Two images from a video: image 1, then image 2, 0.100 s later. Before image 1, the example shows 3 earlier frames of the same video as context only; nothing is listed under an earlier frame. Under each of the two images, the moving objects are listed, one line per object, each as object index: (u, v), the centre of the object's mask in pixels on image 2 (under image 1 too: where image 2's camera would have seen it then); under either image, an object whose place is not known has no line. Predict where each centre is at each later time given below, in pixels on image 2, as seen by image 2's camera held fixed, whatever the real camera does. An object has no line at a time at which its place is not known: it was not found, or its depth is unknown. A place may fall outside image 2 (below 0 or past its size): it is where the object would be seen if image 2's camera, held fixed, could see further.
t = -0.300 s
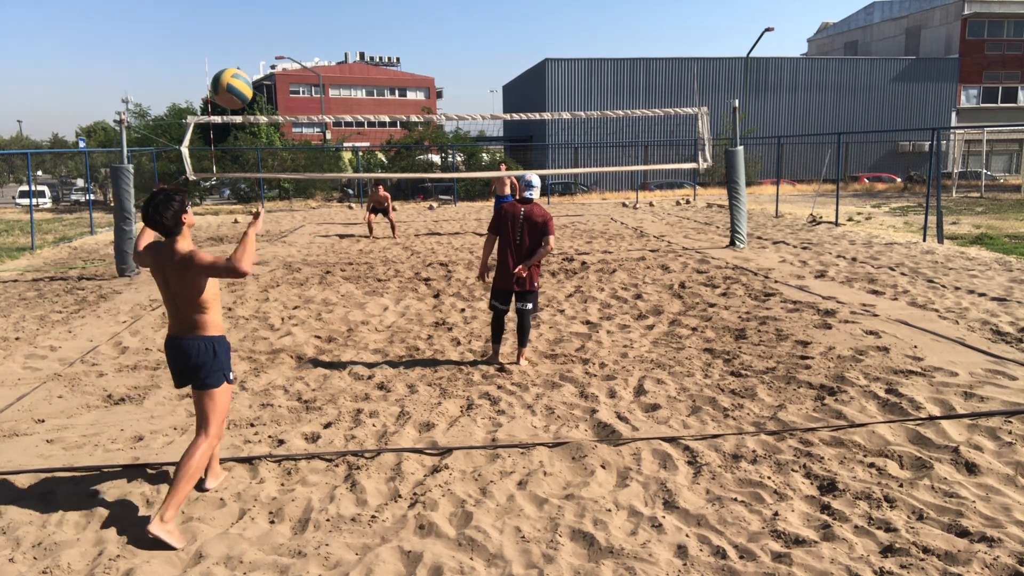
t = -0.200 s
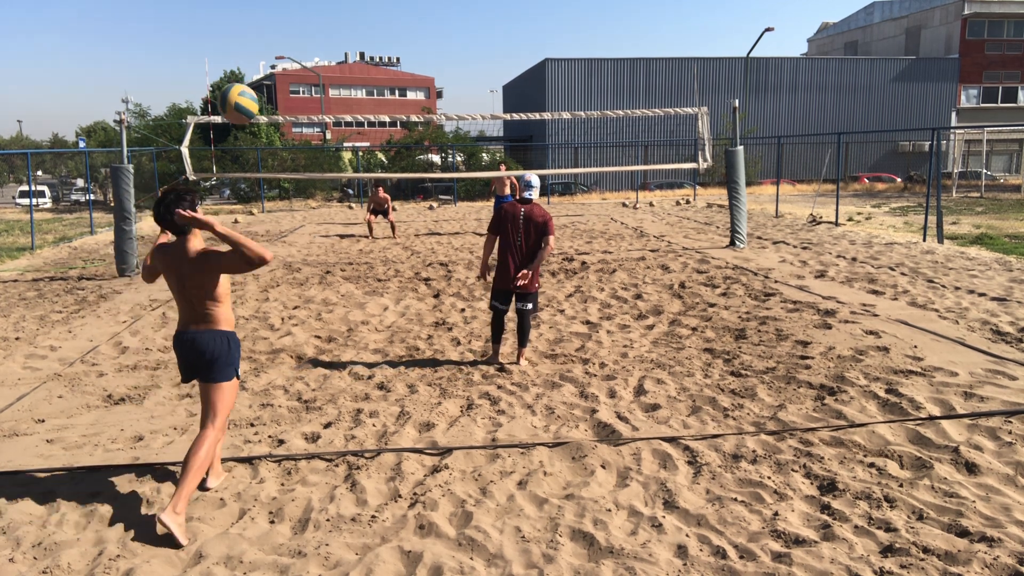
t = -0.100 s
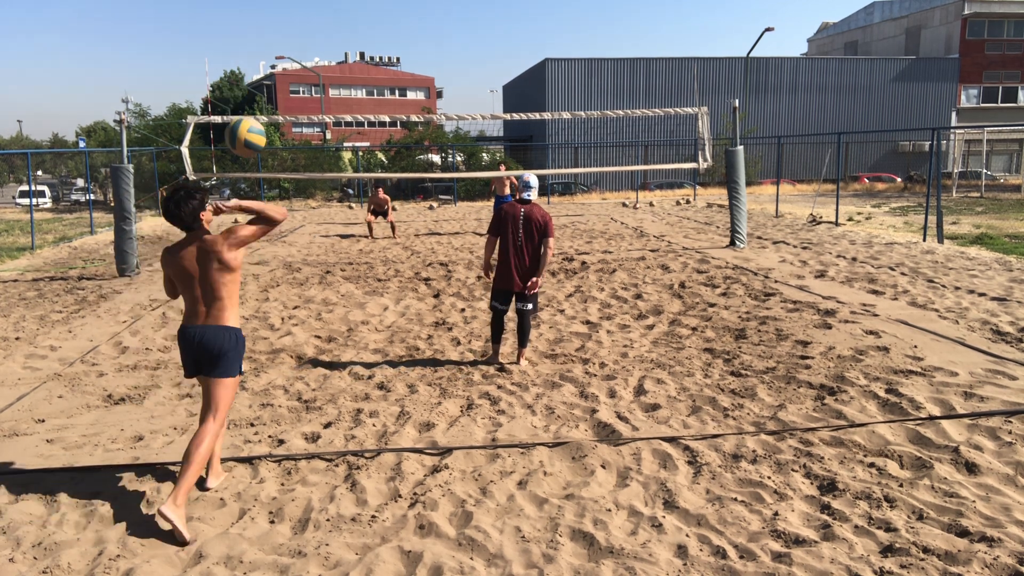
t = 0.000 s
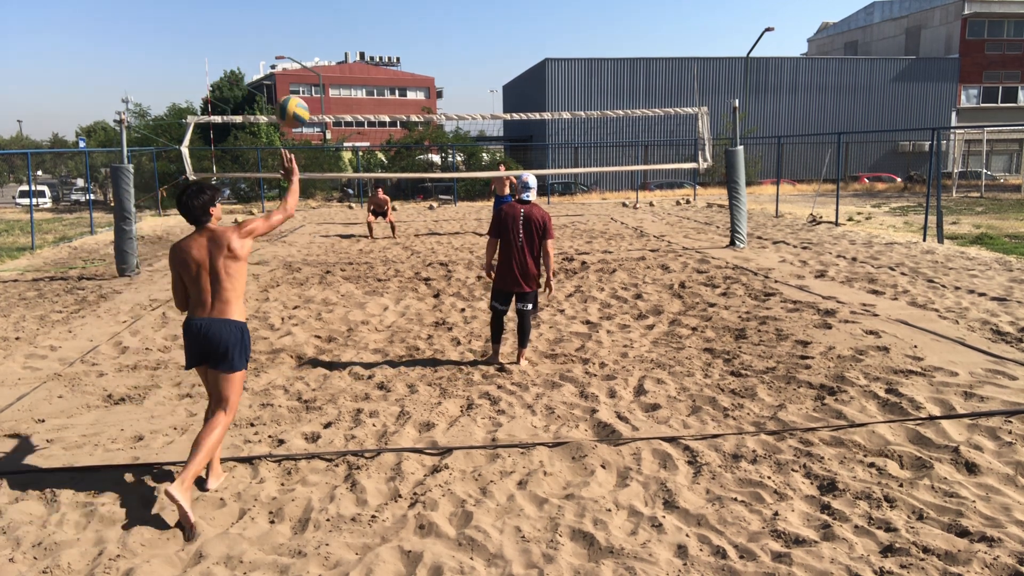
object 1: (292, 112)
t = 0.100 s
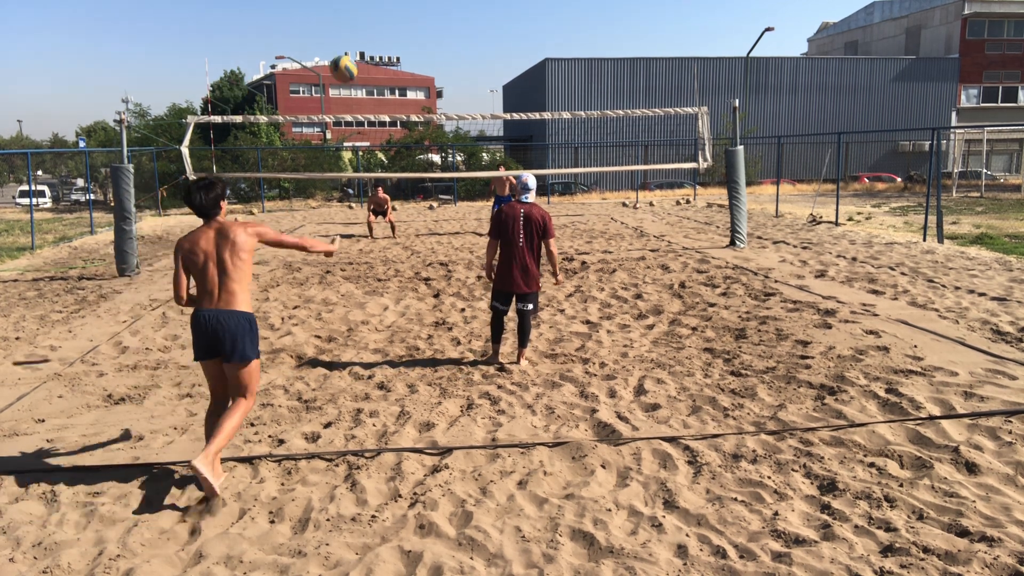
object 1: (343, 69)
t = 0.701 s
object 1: (489, 102)
